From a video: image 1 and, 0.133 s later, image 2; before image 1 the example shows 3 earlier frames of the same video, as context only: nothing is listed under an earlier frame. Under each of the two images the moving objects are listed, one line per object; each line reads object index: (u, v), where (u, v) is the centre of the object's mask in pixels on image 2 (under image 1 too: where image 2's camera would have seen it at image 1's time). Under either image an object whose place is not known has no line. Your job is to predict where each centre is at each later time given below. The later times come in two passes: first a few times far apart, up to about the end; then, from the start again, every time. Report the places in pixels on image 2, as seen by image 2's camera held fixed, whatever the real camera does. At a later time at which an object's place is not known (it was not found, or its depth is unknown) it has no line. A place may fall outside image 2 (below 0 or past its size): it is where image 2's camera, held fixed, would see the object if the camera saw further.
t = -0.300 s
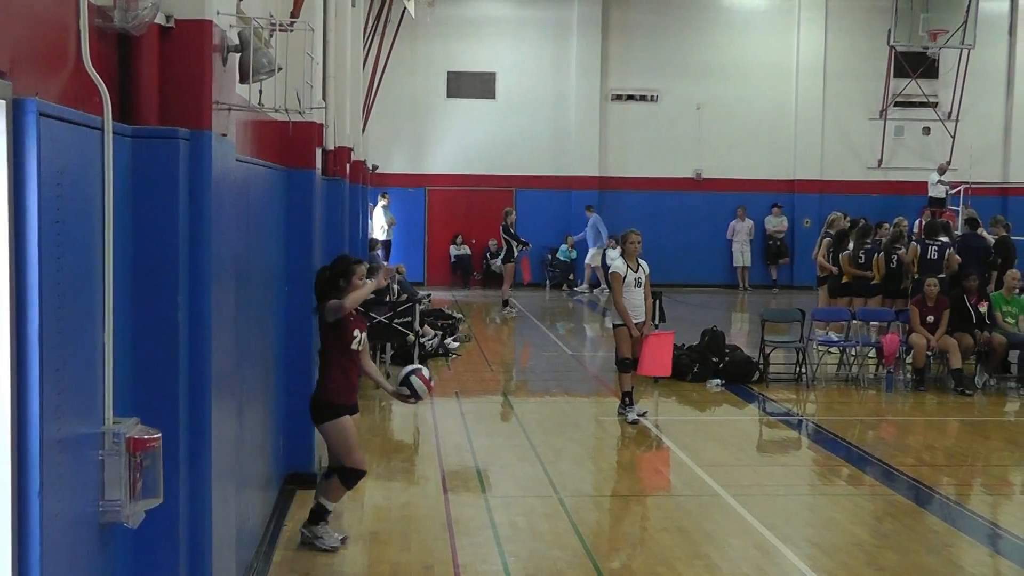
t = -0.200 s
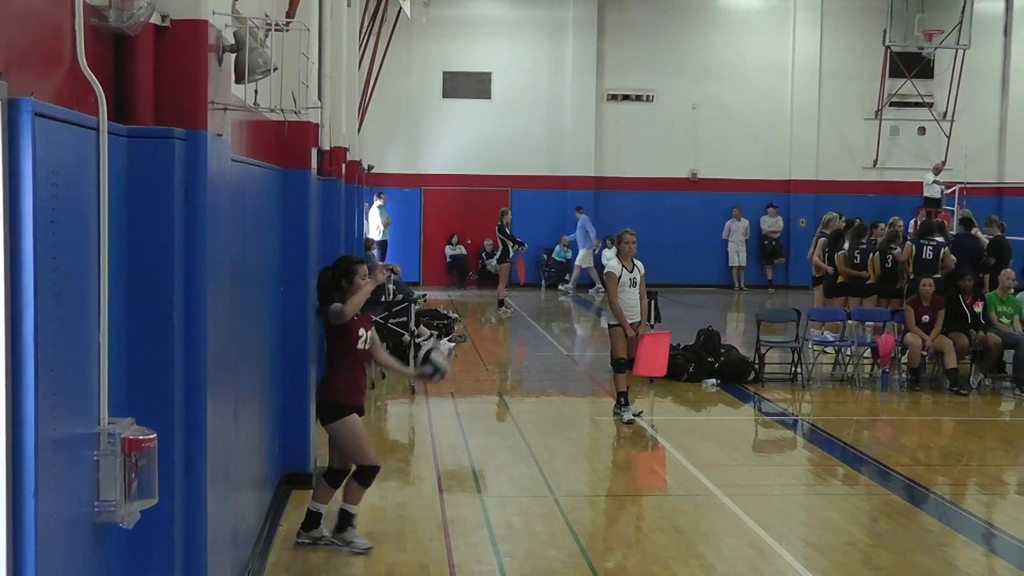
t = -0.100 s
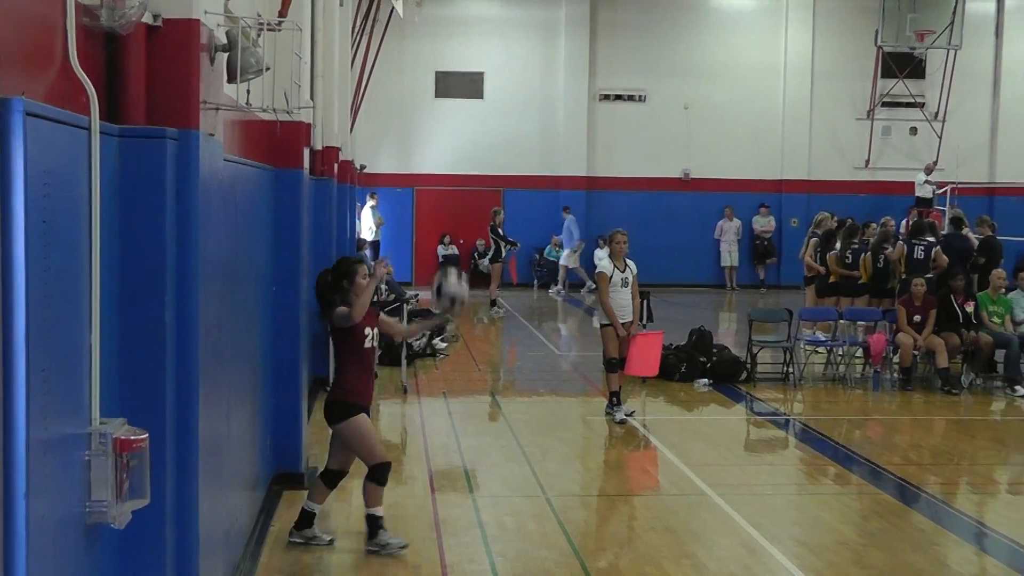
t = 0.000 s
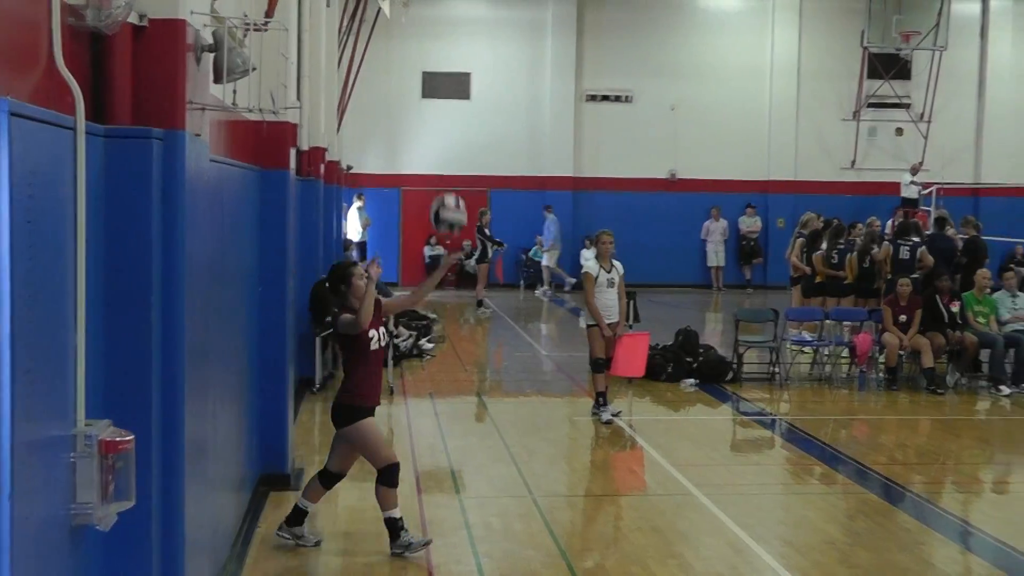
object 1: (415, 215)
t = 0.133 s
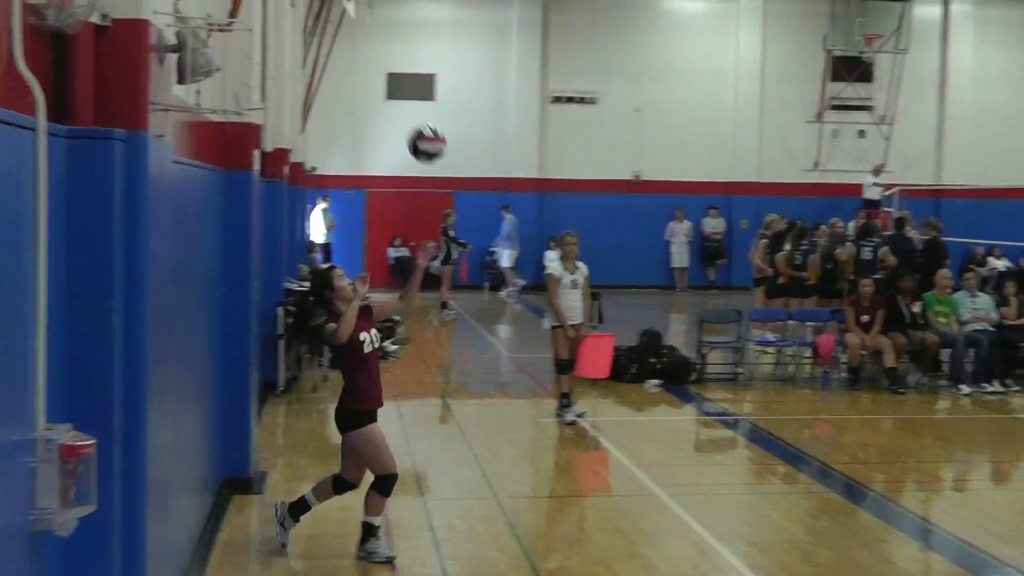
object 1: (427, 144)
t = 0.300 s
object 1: (443, 96)
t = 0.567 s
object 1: (466, 124)
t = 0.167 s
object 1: (430, 130)
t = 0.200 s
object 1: (433, 119)
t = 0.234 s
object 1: (437, 109)
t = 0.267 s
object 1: (440, 101)
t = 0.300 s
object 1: (443, 96)
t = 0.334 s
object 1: (446, 93)
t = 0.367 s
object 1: (449, 91)
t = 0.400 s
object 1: (451, 92)
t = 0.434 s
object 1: (453, 94)
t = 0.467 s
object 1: (457, 99)
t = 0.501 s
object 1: (459, 105)
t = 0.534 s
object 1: (459, 112)
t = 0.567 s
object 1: (466, 124)
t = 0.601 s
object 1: (470, 136)
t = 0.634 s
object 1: (475, 150)
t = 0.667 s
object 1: (475, 167)
